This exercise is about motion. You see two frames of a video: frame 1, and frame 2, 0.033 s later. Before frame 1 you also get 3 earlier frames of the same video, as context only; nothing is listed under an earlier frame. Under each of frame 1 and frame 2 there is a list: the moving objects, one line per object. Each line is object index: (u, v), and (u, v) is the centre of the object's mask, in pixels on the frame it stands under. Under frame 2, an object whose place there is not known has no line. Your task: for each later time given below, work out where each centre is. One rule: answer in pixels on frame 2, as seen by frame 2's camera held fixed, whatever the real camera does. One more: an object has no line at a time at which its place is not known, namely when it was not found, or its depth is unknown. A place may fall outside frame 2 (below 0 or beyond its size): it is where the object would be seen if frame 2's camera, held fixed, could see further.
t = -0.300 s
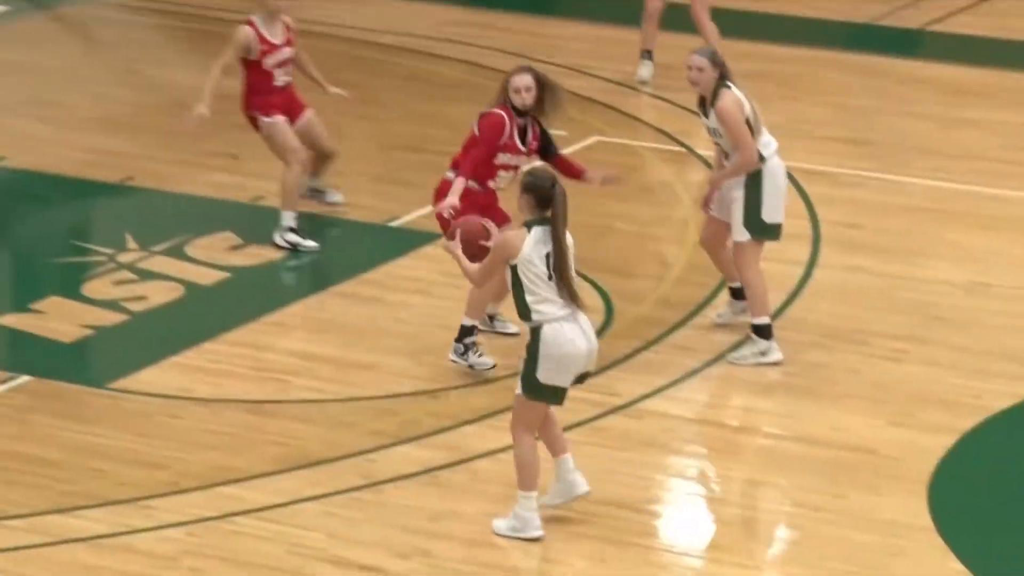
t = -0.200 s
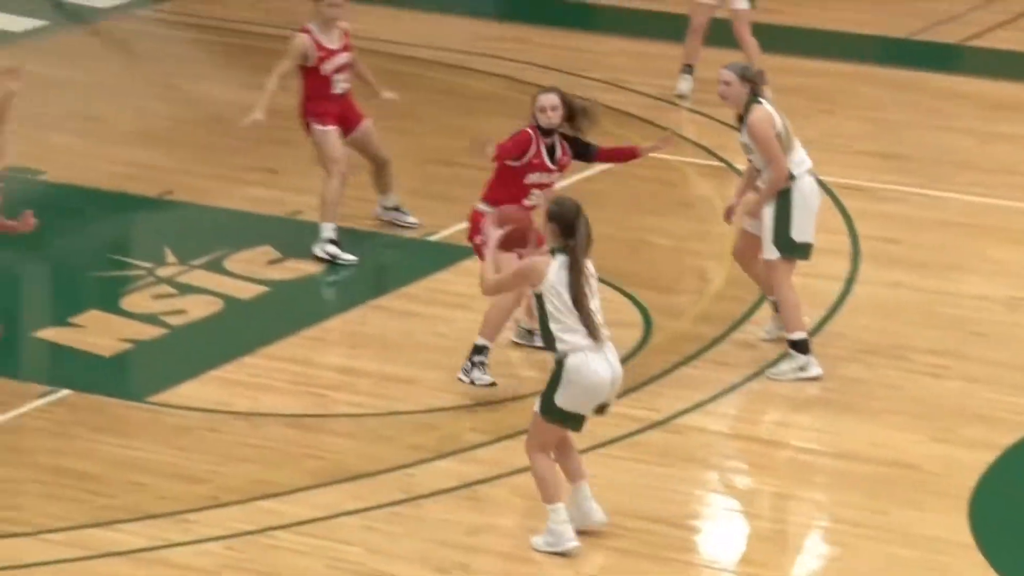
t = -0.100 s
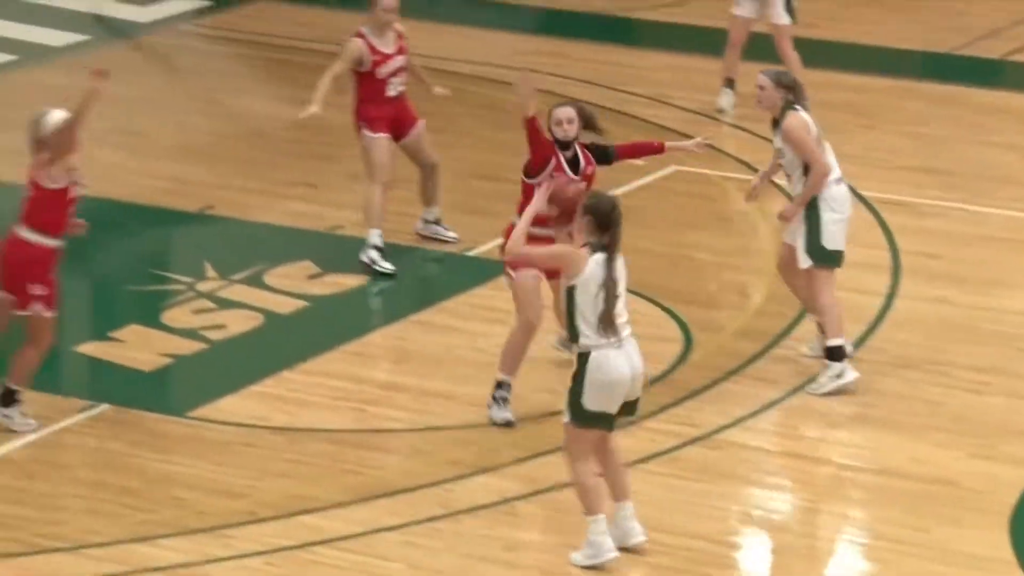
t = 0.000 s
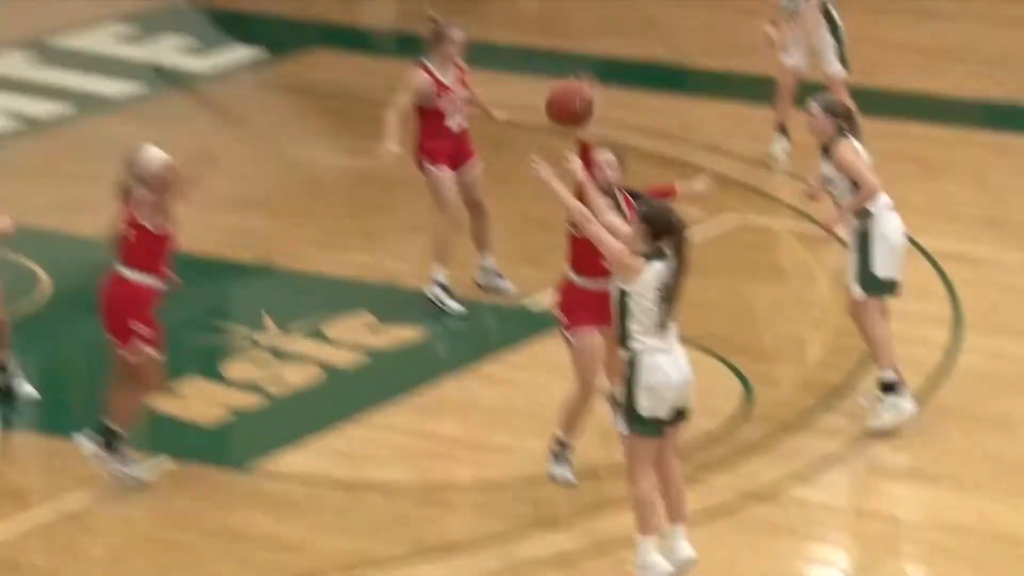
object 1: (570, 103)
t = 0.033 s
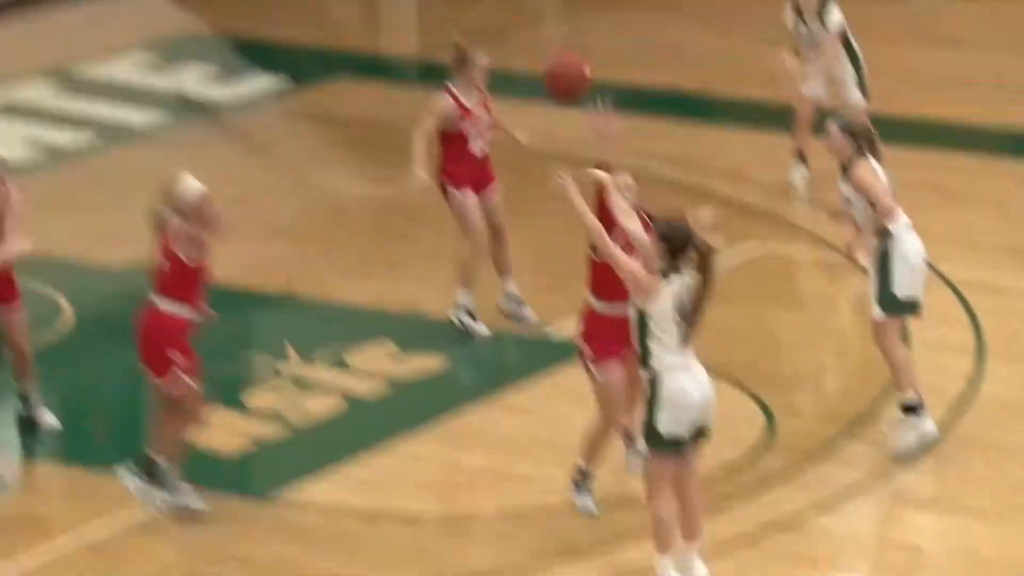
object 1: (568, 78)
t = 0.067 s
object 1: (544, 25)
